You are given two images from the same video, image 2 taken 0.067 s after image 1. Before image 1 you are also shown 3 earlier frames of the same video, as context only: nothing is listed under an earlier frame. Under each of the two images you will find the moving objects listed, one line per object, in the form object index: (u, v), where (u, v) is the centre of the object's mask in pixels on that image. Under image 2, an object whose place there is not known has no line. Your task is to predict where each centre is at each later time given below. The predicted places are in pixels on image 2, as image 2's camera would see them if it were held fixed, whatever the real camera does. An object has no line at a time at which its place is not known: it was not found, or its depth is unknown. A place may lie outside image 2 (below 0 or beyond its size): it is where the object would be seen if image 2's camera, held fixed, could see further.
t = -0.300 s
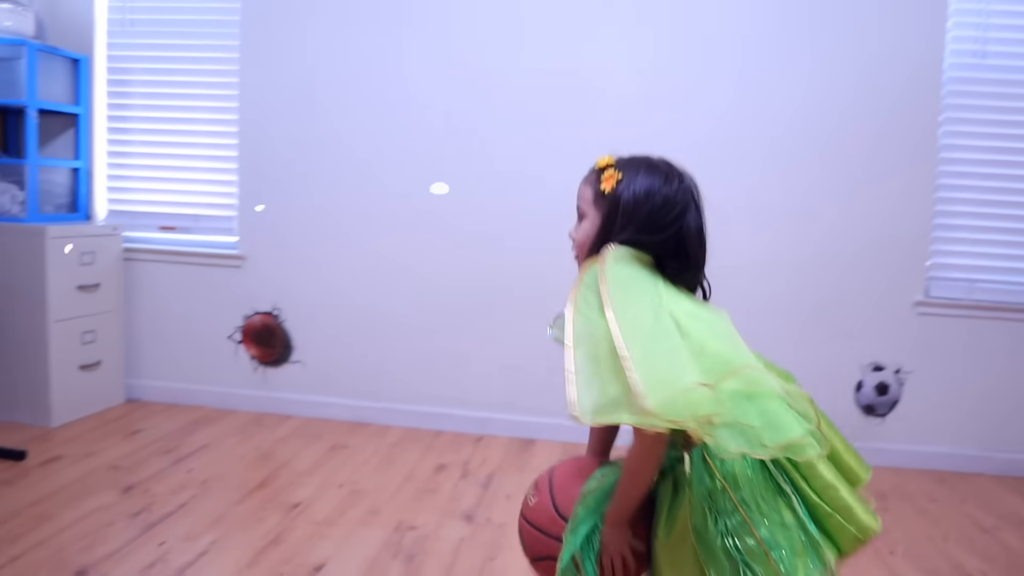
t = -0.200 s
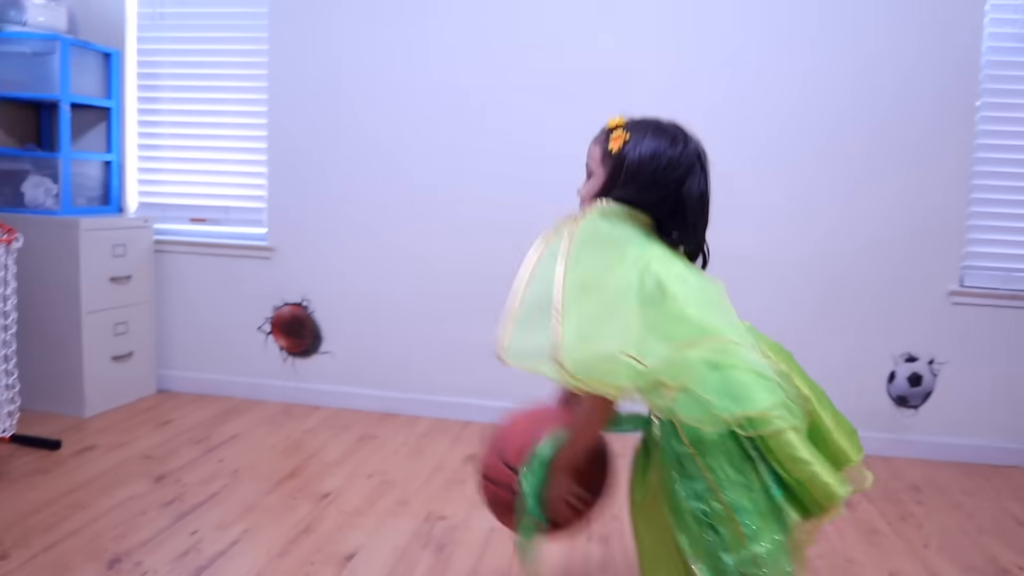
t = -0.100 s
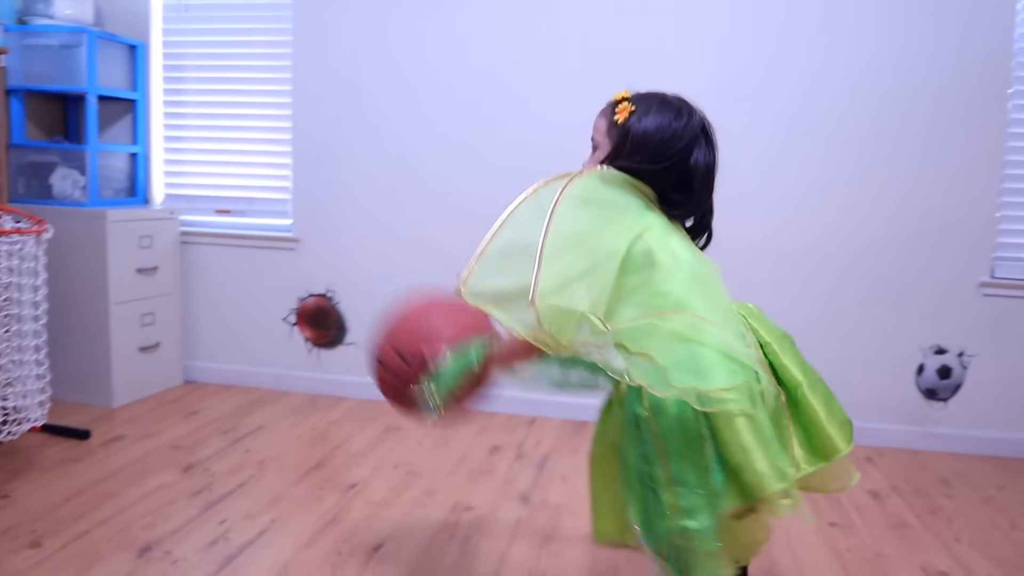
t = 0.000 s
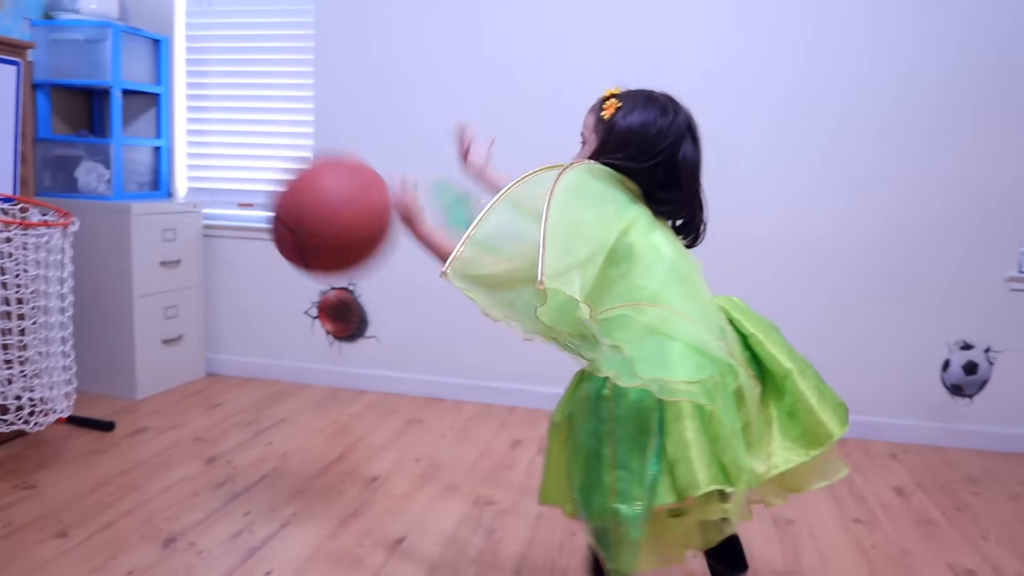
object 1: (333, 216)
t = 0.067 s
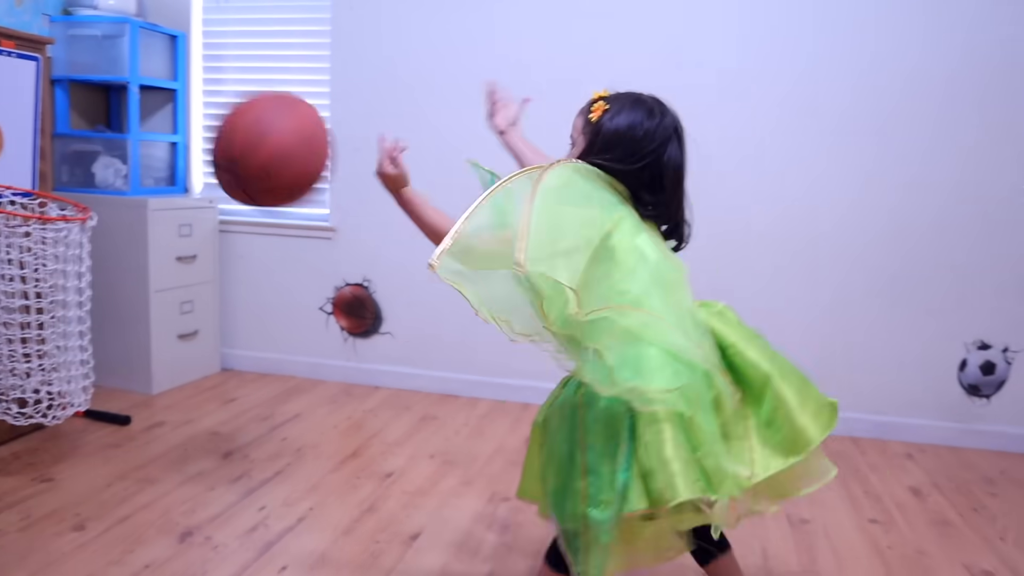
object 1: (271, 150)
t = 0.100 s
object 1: (232, 128)
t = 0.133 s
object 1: (194, 112)
